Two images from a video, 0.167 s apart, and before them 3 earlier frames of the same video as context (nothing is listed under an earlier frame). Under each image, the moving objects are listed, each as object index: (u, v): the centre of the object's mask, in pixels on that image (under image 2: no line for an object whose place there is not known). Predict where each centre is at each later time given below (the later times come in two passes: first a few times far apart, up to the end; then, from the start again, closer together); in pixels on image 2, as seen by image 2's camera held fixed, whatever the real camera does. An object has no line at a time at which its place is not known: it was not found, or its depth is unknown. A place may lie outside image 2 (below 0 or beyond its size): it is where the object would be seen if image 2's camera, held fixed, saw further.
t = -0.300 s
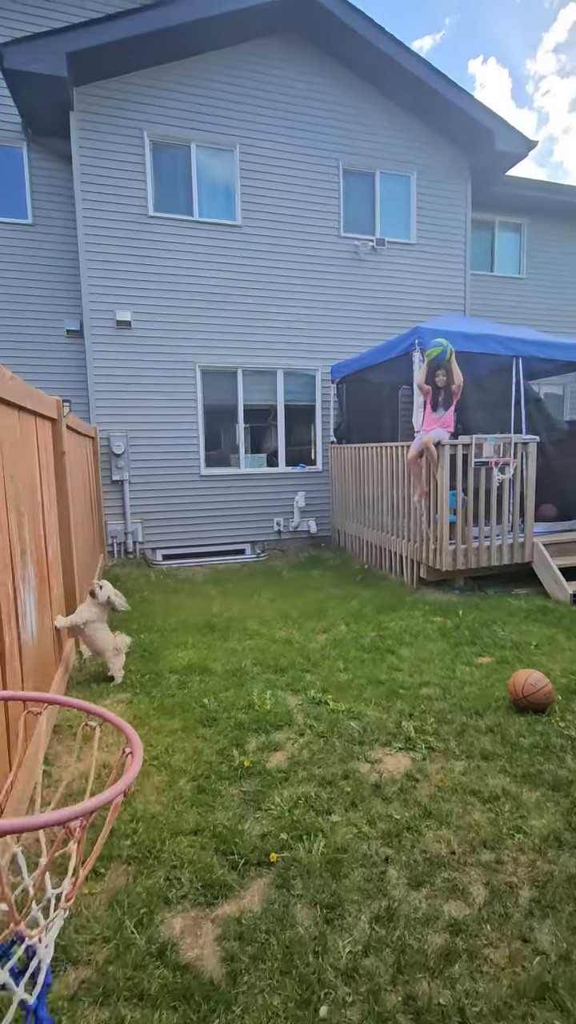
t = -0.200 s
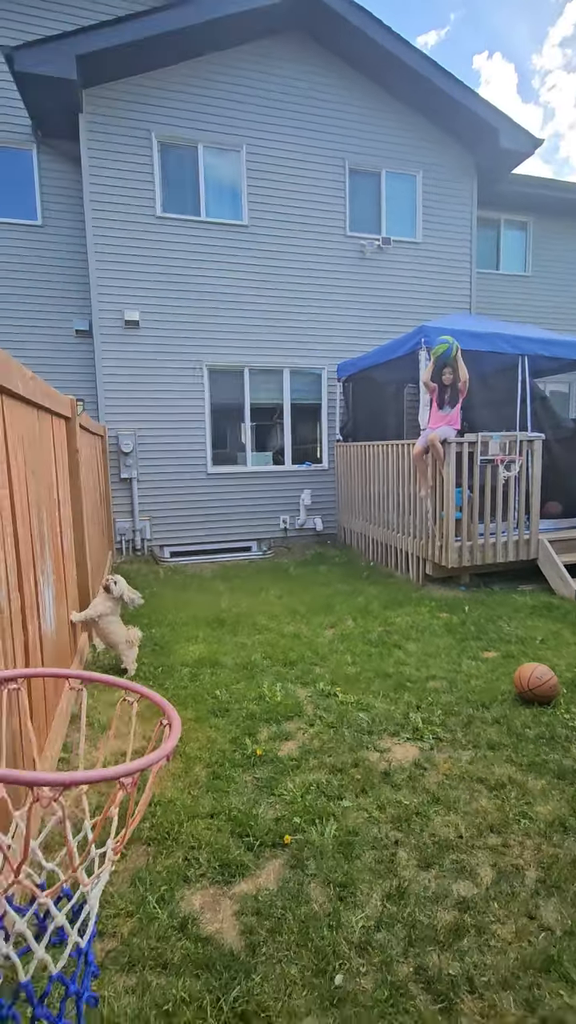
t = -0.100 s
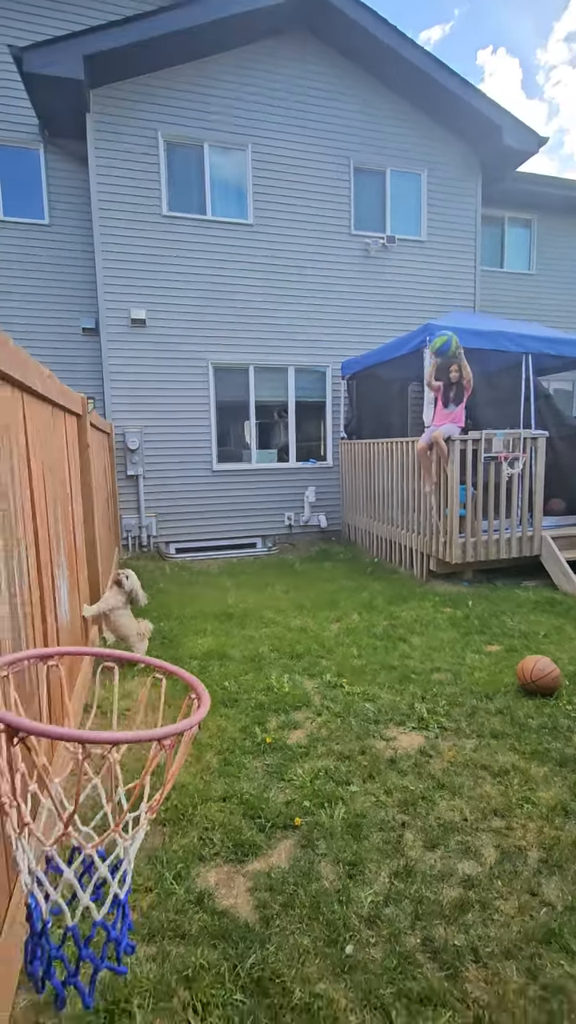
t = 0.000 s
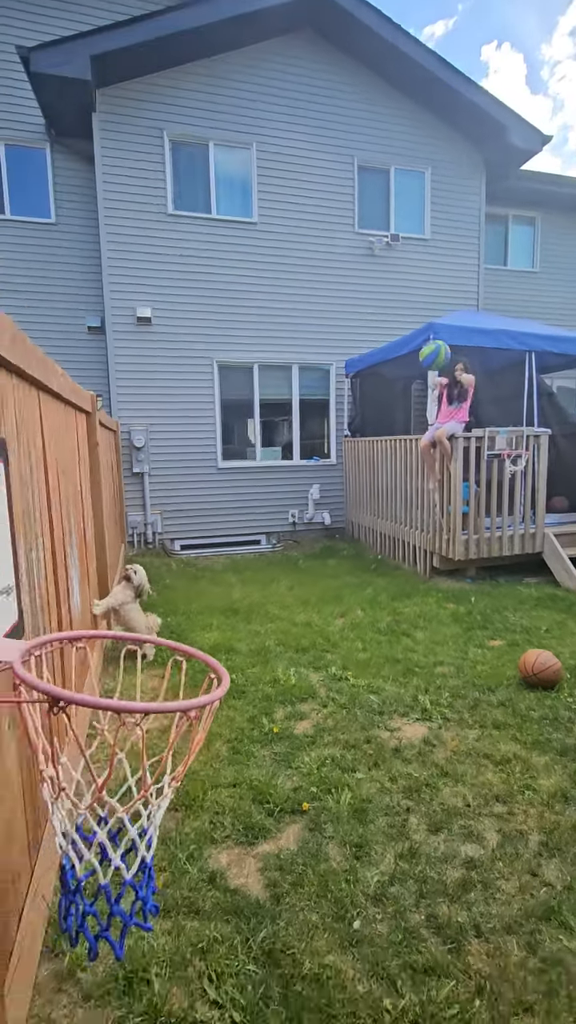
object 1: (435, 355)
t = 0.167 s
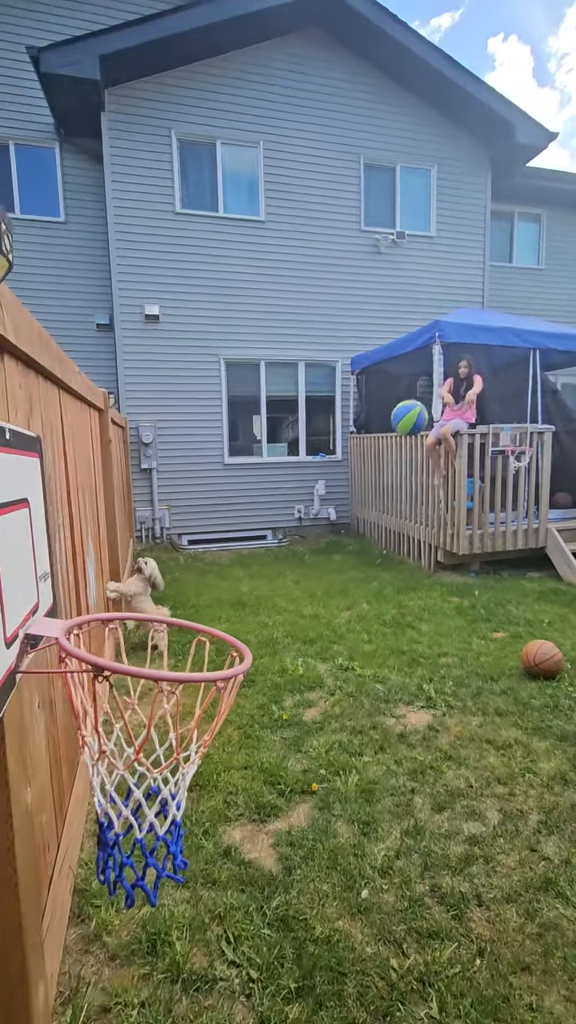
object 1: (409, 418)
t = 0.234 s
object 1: (392, 465)
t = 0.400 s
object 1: (336, 672)
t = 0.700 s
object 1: (211, 575)
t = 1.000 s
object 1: (176, 427)
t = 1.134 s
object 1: (254, 439)
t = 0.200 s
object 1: (401, 439)
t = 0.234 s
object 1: (392, 465)
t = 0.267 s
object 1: (383, 495)
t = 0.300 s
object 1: (373, 529)
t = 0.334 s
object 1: (362, 570)
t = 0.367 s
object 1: (349, 616)
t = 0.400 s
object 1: (336, 672)
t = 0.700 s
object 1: (211, 575)
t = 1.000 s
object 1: (176, 427)
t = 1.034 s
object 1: (194, 422)
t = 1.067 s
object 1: (210, 421)
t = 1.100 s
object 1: (233, 427)
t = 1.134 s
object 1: (254, 439)
